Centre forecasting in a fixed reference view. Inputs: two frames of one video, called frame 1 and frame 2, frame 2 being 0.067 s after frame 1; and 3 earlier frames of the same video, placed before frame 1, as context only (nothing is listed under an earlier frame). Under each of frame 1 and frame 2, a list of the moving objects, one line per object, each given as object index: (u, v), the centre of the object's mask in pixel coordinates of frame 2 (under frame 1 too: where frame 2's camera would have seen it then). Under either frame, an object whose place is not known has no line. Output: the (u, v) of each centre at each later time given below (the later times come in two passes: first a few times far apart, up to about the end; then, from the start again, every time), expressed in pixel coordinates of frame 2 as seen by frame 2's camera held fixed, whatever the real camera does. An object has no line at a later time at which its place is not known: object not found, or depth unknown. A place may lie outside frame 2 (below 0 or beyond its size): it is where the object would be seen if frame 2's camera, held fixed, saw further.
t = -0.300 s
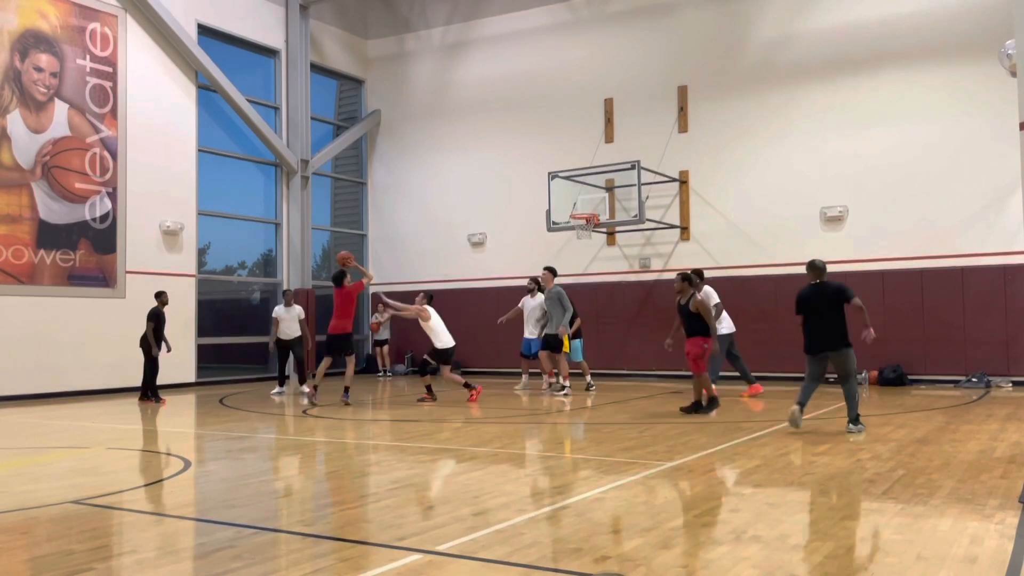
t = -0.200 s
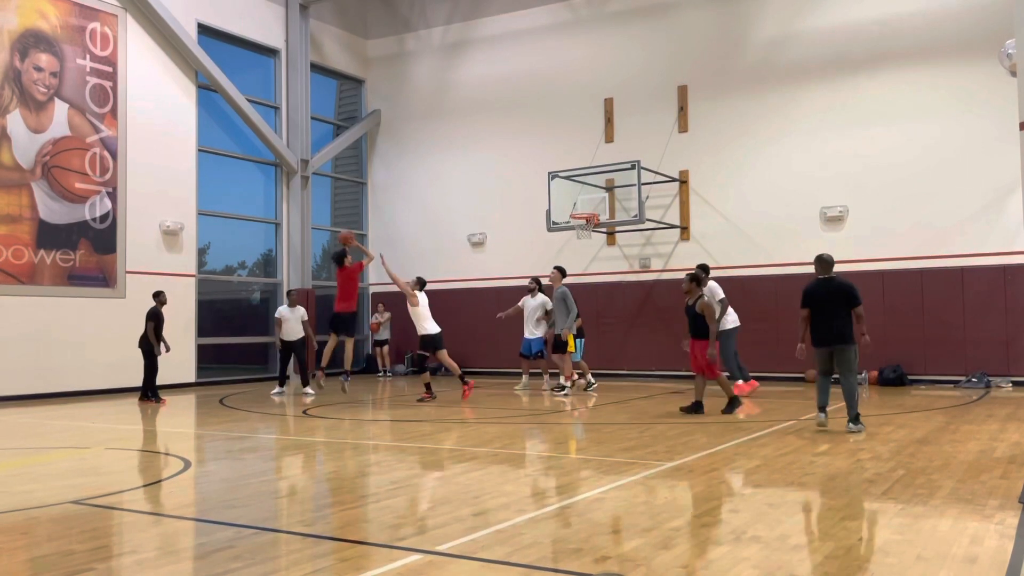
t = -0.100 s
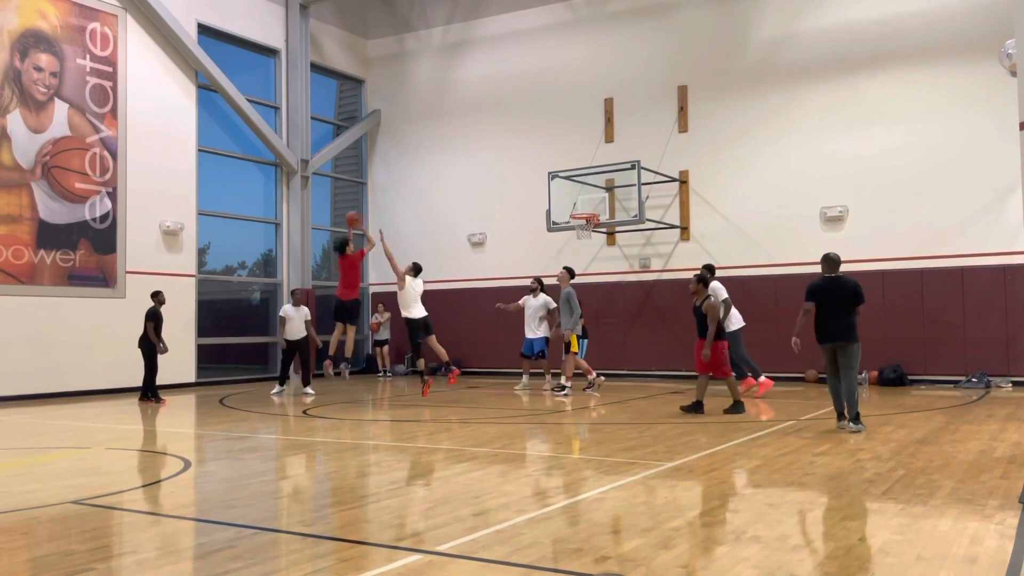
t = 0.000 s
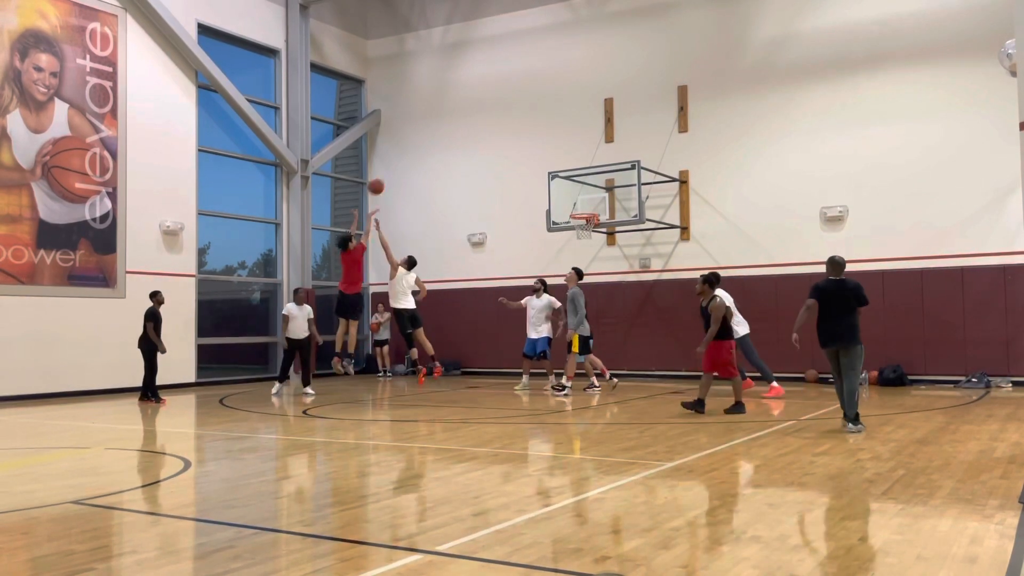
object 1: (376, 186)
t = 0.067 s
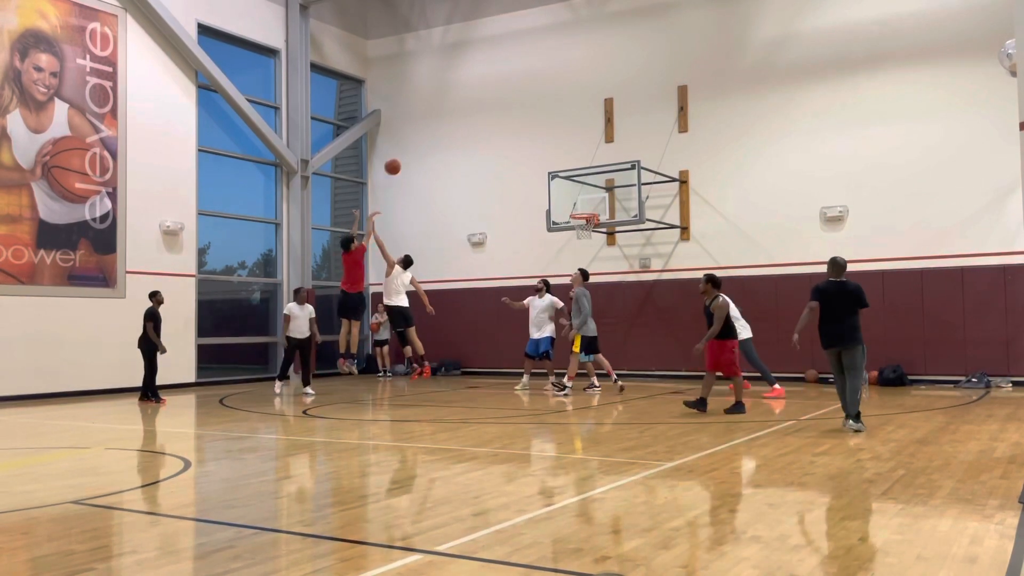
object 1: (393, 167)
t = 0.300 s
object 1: (447, 124)
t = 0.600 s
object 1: (509, 122)
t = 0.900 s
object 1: (564, 169)
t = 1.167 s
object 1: (578, 208)
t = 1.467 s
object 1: (563, 197)
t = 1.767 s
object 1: (547, 239)
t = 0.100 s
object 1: (401, 158)
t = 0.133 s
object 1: (409, 150)
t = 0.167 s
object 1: (417, 144)
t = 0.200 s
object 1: (424, 137)
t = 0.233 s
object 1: (432, 133)
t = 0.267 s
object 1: (439, 128)
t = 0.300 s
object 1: (447, 124)
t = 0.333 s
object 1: (454, 121)
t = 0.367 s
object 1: (461, 119)
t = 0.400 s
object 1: (468, 117)
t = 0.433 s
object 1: (475, 116)
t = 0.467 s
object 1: (482, 116)
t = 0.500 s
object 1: (489, 117)
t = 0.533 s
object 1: (496, 118)
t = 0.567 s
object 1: (502, 119)
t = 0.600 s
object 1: (509, 122)
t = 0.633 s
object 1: (515, 125)
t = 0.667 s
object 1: (521, 128)
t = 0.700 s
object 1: (528, 132)
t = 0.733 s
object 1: (534, 137)
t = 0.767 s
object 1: (540, 143)
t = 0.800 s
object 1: (546, 148)
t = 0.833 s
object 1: (552, 155)
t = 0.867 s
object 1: (558, 162)
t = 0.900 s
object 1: (564, 169)
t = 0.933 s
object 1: (570, 177)
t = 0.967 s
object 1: (576, 186)
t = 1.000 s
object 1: (581, 195)
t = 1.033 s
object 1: (587, 204)
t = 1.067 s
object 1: (590, 211)
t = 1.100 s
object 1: (584, 211)
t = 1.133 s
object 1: (581, 212)
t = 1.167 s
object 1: (578, 208)
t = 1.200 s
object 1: (577, 205)
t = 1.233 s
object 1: (575, 202)
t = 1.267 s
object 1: (573, 200)
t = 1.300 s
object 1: (572, 198)
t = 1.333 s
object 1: (570, 196)
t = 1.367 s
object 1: (568, 195)
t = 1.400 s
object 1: (567, 195)
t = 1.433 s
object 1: (565, 196)
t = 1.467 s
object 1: (563, 197)
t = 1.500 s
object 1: (561, 199)
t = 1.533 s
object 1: (560, 201)
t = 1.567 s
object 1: (558, 205)
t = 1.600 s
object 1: (556, 209)
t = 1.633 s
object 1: (554, 213)
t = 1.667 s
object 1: (553, 218)
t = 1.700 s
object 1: (551, 225)
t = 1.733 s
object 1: (549, 232)
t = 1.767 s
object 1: (547, 239)
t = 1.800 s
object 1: (545, 248)
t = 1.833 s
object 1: (543, 257)
